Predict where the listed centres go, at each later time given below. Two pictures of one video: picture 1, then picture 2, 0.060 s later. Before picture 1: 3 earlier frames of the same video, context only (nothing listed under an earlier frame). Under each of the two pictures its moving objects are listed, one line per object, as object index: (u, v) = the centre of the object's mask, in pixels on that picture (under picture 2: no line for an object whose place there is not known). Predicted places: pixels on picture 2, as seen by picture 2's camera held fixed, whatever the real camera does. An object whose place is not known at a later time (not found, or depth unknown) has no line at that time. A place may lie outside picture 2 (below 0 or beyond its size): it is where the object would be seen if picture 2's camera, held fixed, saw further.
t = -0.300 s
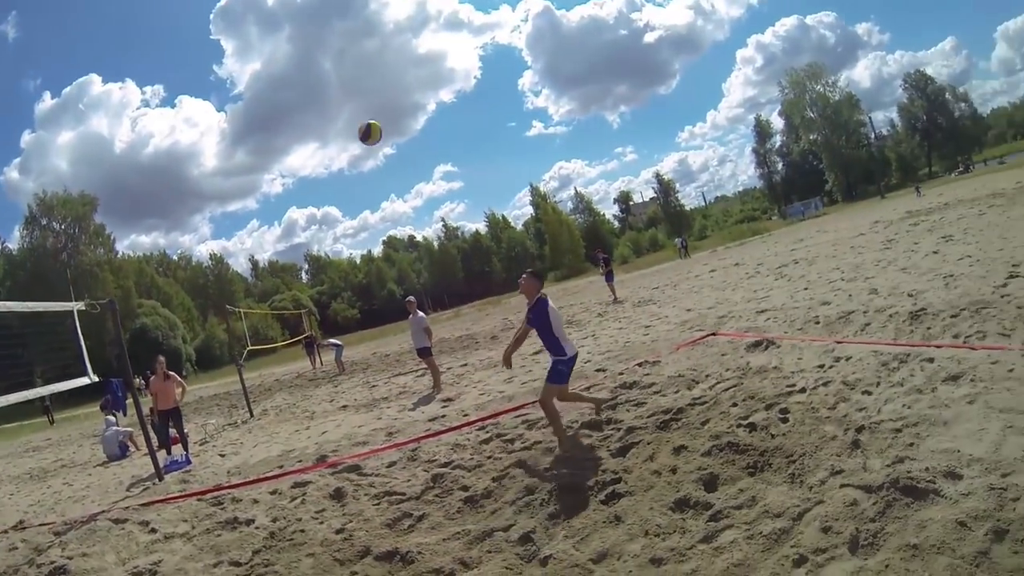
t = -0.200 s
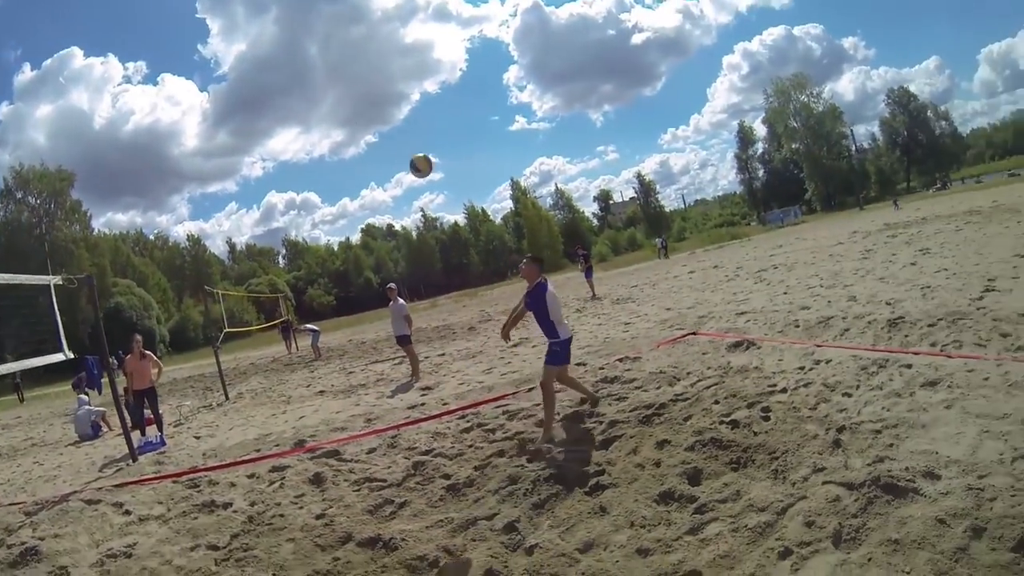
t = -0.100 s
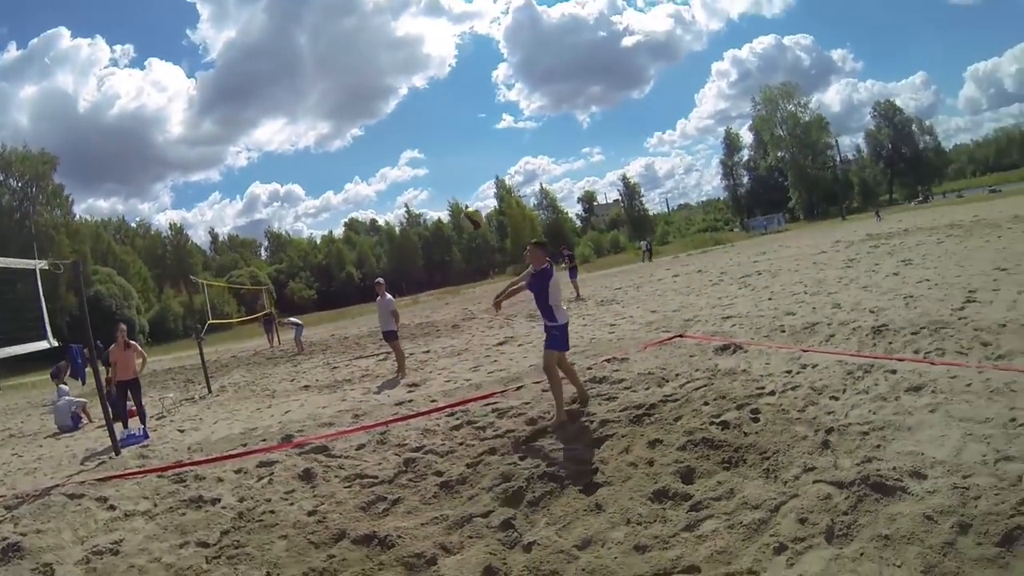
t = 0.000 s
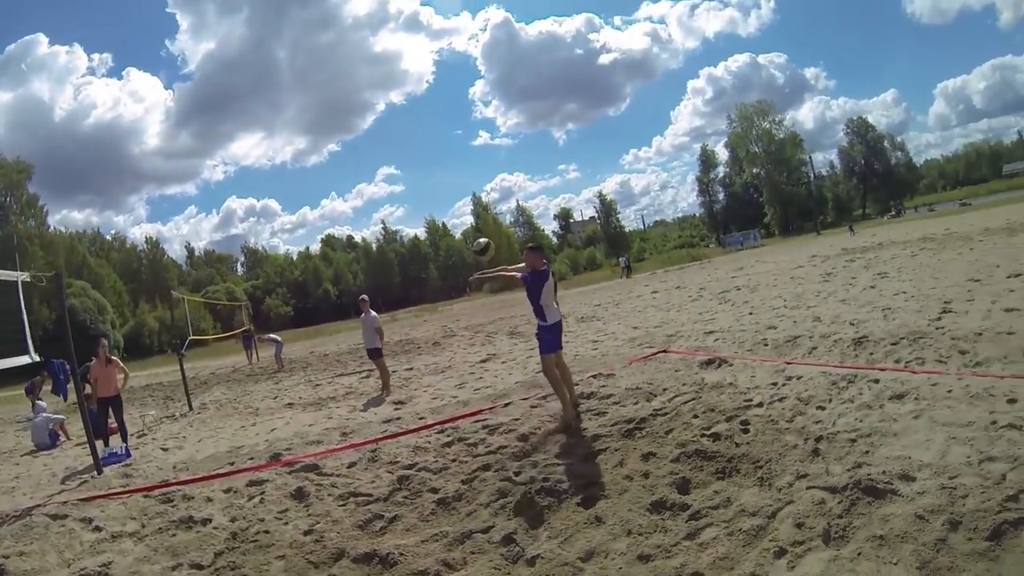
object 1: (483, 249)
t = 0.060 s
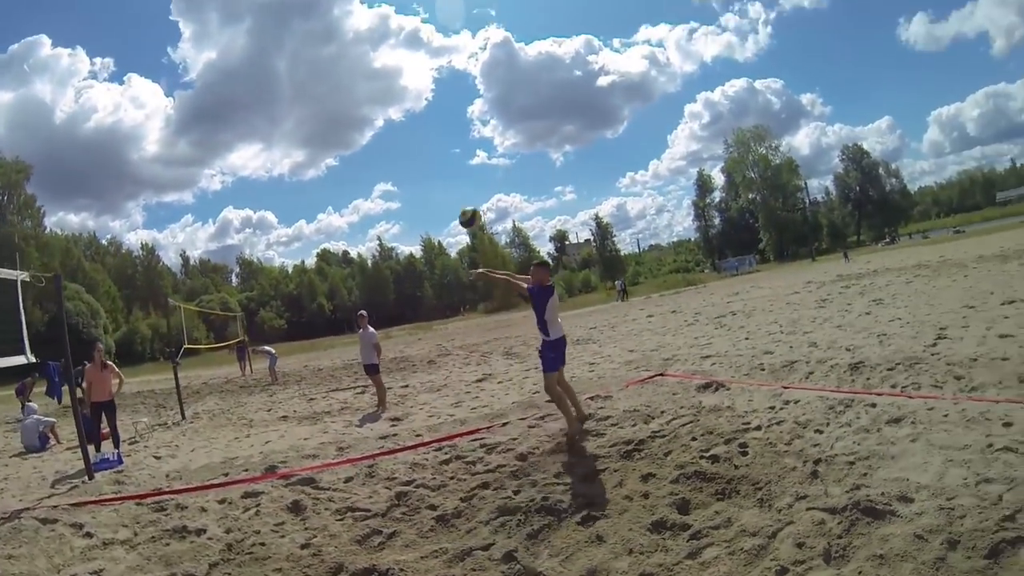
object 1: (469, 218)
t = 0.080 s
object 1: (461, 204)
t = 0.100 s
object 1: (455, 186)
